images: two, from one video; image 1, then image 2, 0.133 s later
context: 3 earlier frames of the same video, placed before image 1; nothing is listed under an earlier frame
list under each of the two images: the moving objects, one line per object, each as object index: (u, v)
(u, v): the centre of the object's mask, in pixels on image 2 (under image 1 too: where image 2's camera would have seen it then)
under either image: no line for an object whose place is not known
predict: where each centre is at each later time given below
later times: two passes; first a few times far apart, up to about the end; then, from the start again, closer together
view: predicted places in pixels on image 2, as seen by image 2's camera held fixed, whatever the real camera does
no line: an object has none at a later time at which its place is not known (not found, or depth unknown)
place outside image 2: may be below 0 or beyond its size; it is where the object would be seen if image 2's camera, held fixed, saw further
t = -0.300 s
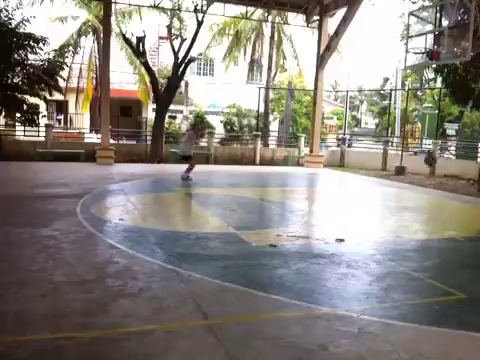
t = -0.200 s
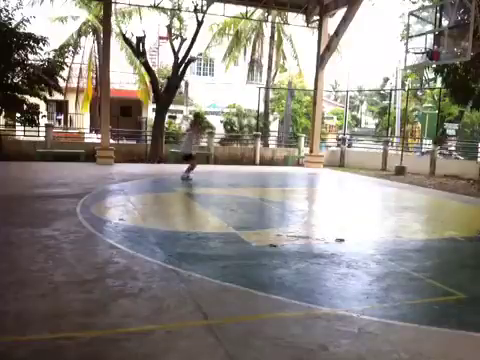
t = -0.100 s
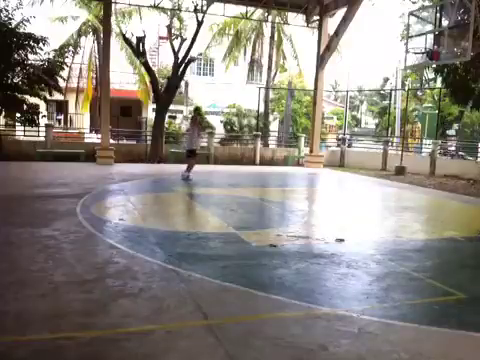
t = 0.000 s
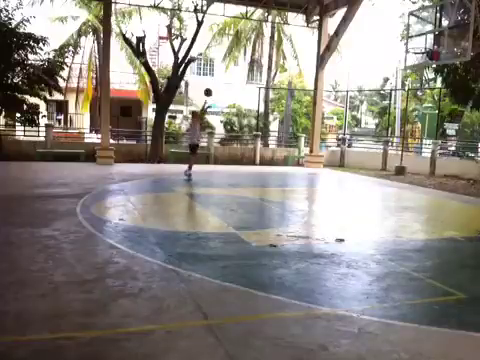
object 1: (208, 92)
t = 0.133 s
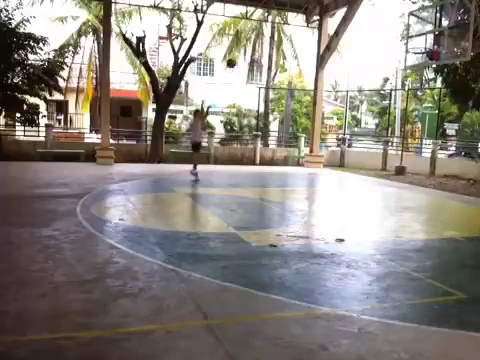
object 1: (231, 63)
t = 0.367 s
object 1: (275, 26)
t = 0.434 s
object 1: (287, 19)
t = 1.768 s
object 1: (394, 120)
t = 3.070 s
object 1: (339, 154)
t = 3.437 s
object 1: (330, 156)
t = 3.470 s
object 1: (330, 152)
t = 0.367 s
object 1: (275, 26)
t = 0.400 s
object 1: (281, 22)
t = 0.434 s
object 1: (287, 19)
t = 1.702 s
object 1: (399, 106)
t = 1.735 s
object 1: (396, 113)
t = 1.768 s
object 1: (394, 120)
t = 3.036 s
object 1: (340, 148)
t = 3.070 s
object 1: (339, 154)
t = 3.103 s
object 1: (336, 161)
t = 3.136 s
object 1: (337, 169)
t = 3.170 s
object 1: (335, 175)
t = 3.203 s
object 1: (334, 182)
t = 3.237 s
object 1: (332, 191)
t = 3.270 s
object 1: (332, 184)
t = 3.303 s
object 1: (332, 177)
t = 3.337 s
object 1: (331, 171)
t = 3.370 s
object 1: (331, 165)
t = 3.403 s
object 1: (330, 161)
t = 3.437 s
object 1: (330, 156)
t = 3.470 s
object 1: (330, 152)
